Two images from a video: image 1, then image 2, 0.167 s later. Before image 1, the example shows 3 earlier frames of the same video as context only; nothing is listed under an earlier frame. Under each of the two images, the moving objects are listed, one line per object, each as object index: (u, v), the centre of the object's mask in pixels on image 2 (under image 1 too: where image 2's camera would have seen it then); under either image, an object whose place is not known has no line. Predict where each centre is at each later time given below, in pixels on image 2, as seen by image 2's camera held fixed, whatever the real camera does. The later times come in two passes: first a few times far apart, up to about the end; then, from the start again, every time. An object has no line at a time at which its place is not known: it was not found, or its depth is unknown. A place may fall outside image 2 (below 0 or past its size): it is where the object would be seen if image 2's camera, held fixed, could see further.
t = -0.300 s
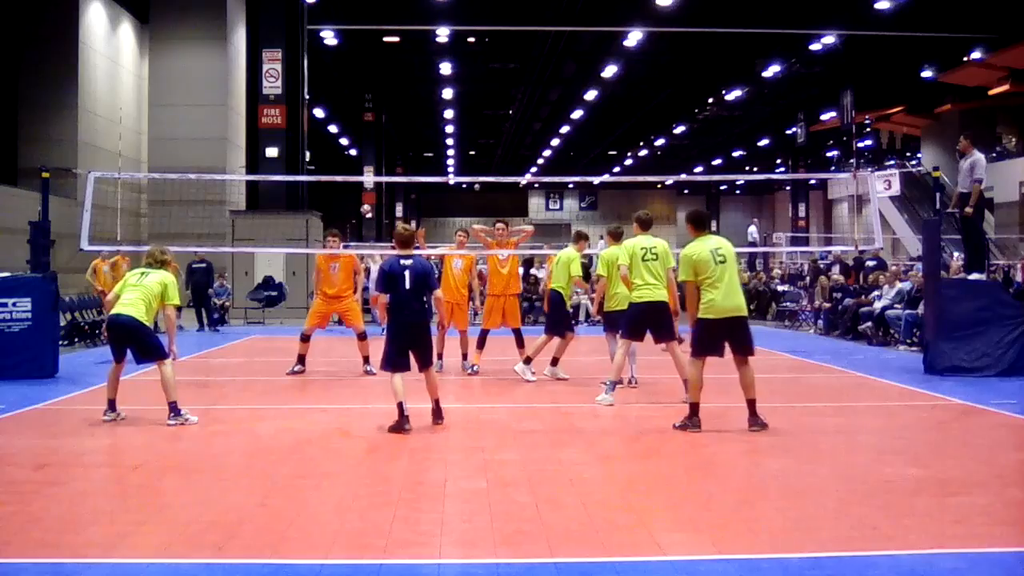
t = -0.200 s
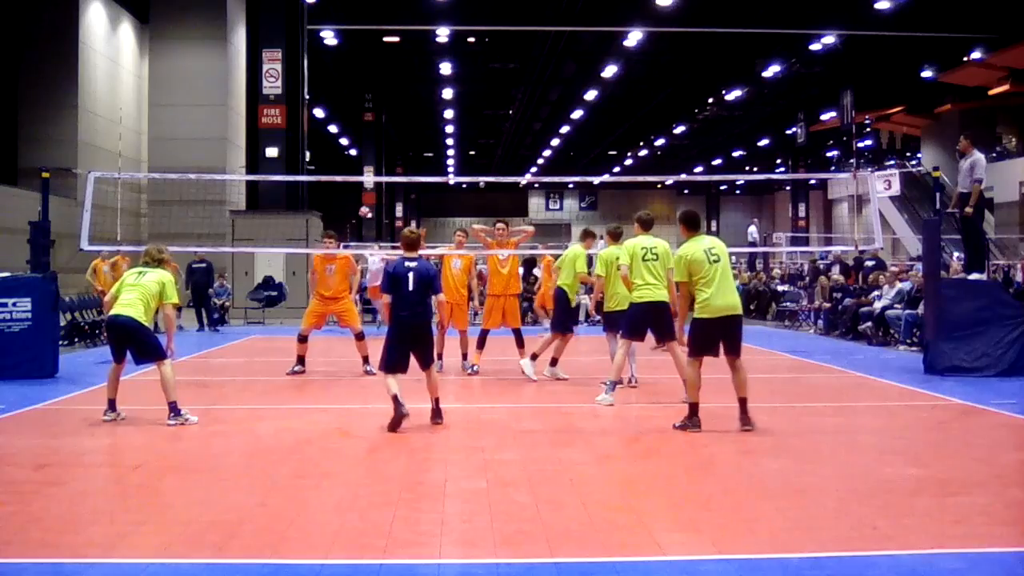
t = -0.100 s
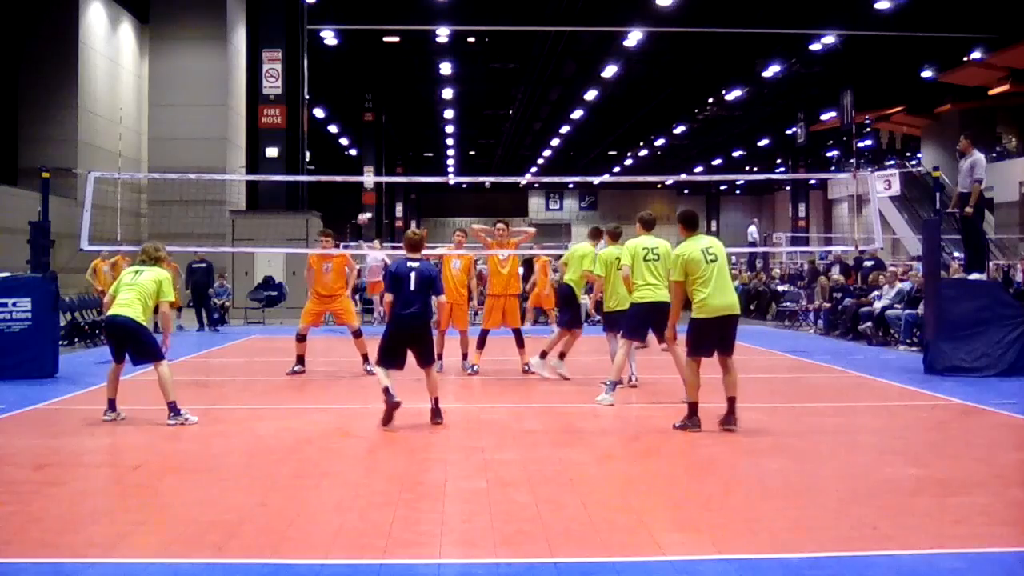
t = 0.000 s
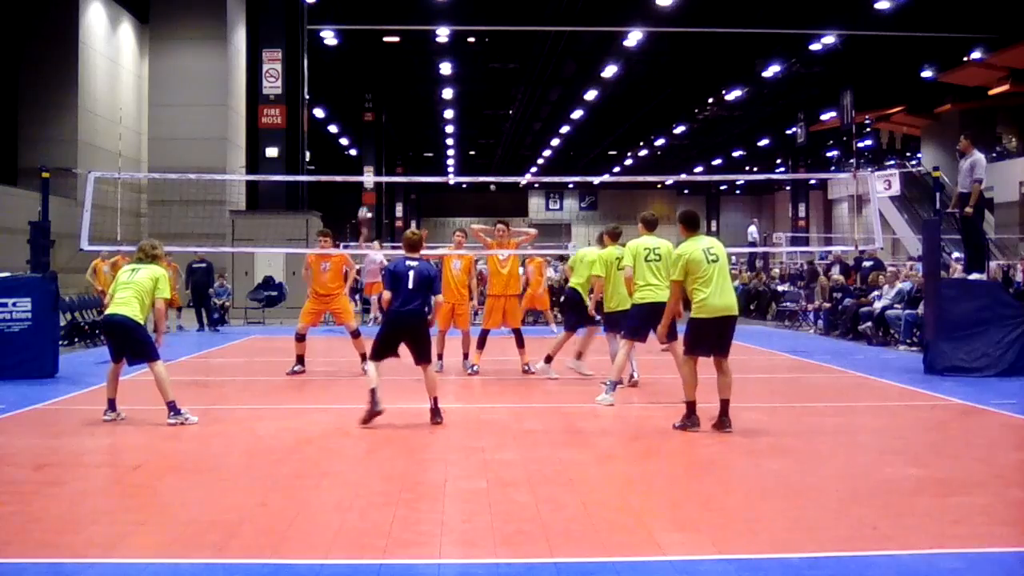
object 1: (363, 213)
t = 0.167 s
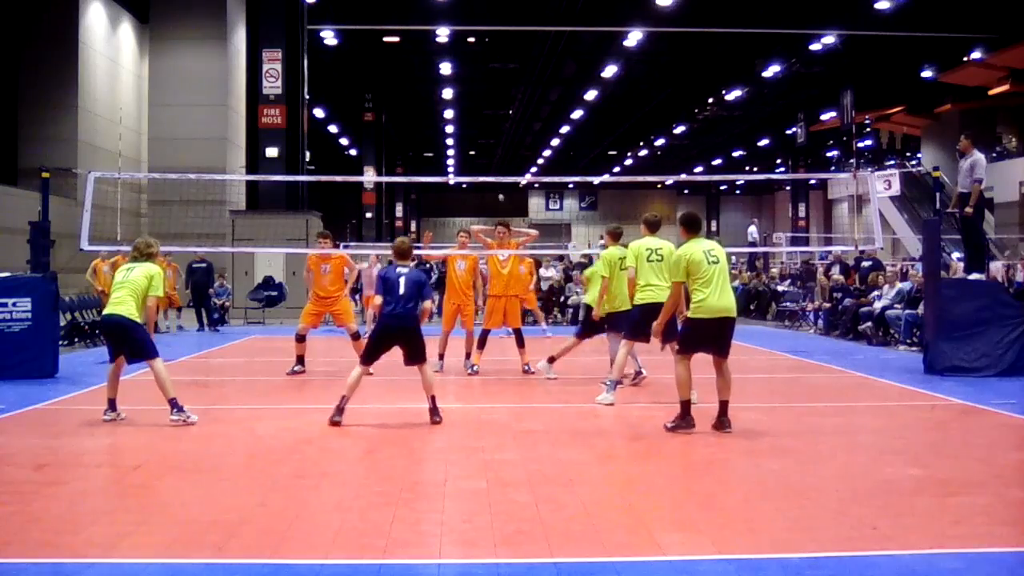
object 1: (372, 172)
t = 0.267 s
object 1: (377, 158)
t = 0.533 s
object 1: (397, 123)
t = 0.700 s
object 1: (412, 119)
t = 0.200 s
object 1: (373, 168)
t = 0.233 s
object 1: (375, 164)
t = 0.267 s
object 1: (377, 158)
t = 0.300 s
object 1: (379, 152)
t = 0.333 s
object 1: (382, 147)
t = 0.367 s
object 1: (384, 142)
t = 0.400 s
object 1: (387, 137)
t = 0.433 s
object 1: (389, 133)
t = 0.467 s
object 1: (392, 129)
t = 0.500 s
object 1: (395, 125)
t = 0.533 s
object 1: (397, 123)
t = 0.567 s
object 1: (400, 120)
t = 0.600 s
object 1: (403, 119)
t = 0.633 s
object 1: (406, 118)
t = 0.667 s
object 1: (409, 118)
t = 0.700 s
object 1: (412, 119)
